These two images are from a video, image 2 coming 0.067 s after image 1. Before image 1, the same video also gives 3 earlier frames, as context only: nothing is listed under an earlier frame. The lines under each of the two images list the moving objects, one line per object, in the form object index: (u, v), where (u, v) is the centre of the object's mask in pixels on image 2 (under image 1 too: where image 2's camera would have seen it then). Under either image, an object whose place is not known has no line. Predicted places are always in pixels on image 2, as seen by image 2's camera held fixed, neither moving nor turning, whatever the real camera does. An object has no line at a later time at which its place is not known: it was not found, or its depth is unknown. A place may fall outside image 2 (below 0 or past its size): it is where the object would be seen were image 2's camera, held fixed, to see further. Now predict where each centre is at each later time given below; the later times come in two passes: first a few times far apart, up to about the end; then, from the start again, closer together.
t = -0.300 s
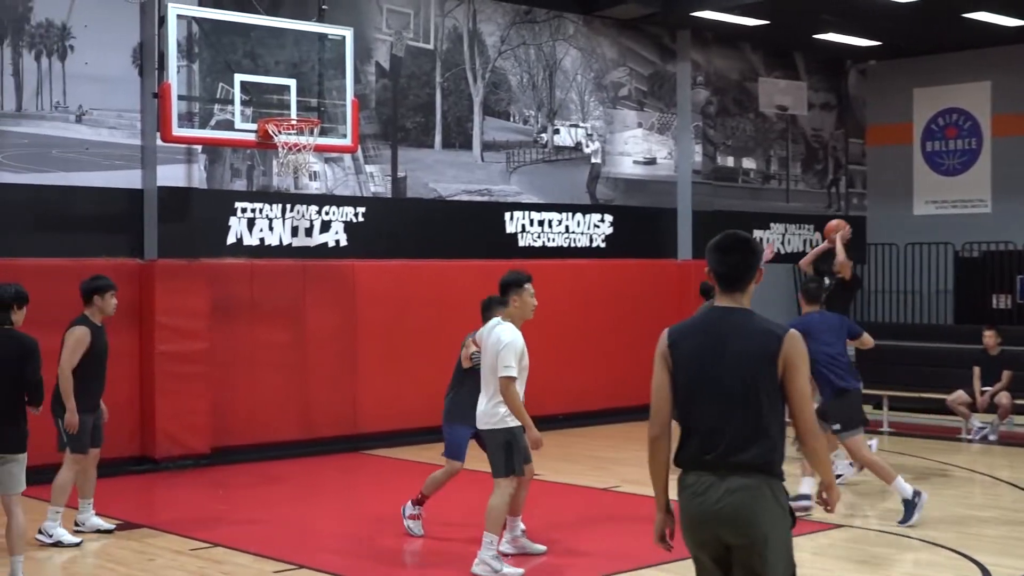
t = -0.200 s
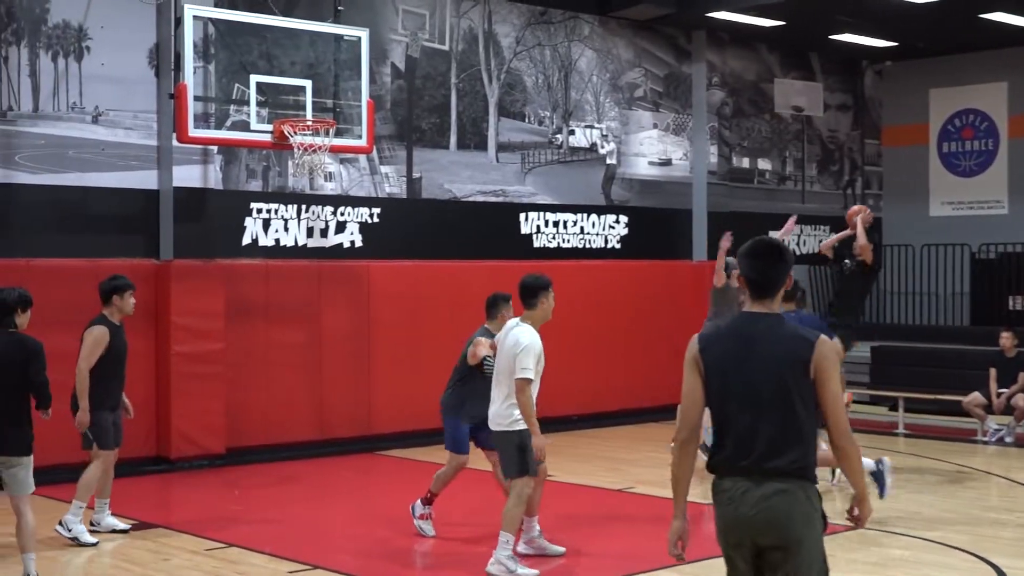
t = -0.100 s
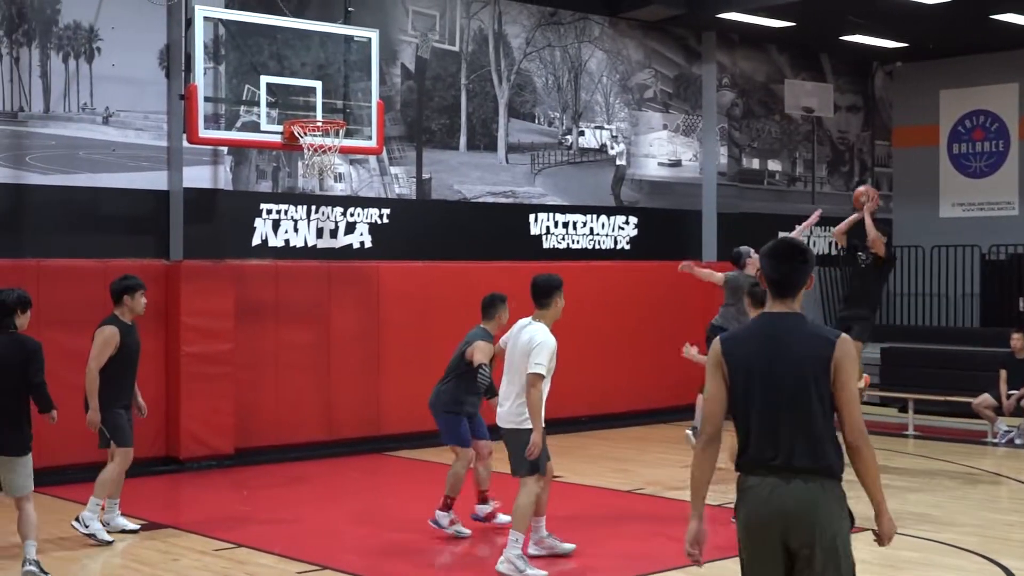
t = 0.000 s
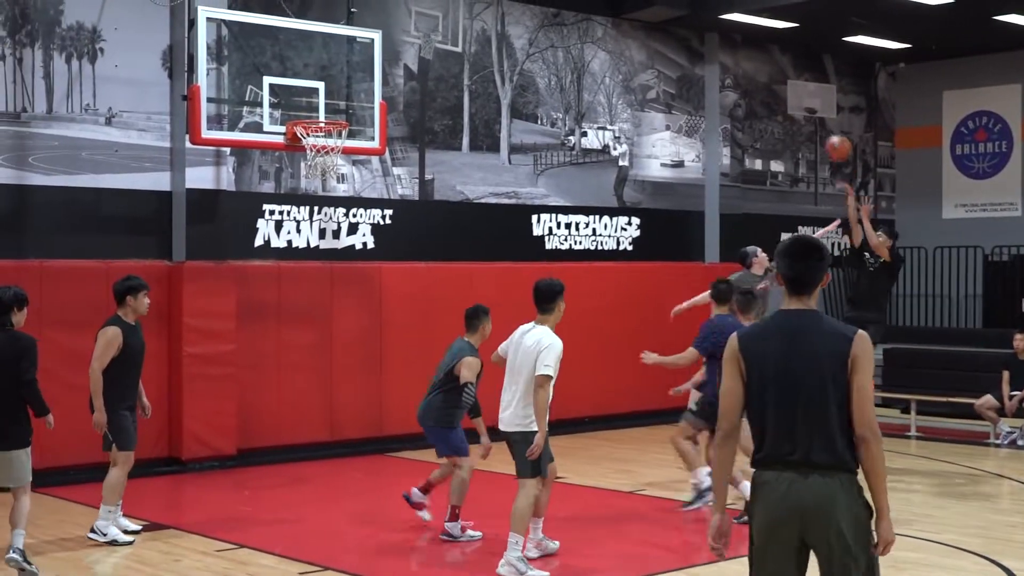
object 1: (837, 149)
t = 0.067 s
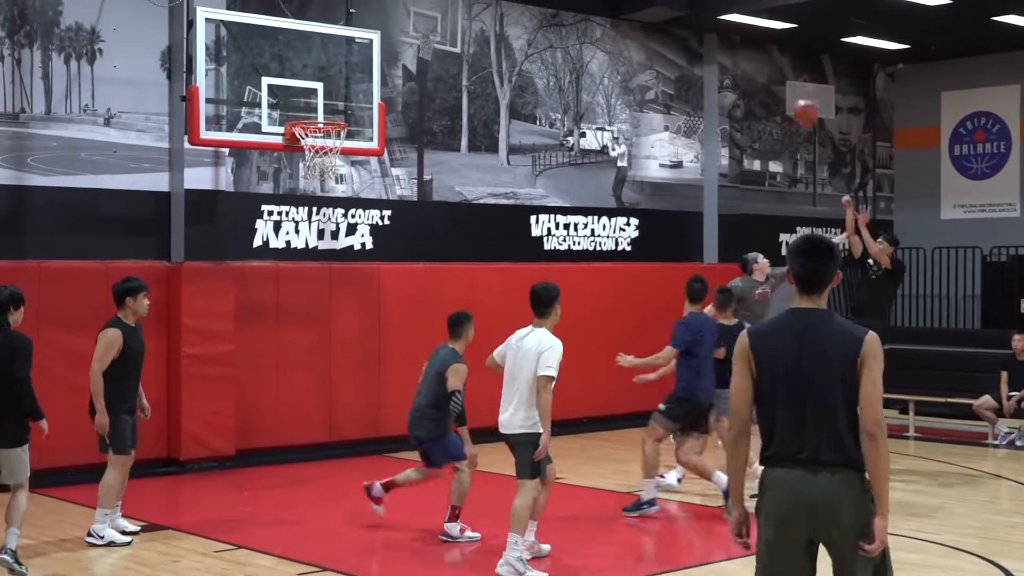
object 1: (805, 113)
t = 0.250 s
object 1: (714, 36)
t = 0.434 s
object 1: (622, 1)
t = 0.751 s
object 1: (453, 3)
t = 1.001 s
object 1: (314, 88)
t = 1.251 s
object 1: (212, 79)
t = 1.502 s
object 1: (110, 112)
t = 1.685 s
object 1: (31, 192)
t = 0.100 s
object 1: (789, 96)
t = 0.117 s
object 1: (781, 89)
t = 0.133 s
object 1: (773, 82)
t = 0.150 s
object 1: (765, 74)
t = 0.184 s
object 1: (748, 60)
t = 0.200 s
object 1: (739, 54)
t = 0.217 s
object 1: (730, 48)
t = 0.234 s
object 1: (723, 42)
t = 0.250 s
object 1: (714, 36)
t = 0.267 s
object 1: (706, 31)
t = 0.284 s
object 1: (698, 26)
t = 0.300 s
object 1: (690, 21)
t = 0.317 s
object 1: (681, 16)
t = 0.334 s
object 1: (673, 12)
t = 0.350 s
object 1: (664, 9)
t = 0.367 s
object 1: (657, 7)
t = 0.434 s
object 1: (622, 1)
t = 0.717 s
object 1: (472, 0)
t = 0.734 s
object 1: (463, 2)
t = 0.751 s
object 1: (453, 3)
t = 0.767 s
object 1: (445, 5)
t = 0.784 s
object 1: (436, 7)
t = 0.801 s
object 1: (427, 10)
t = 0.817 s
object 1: (418, 15)
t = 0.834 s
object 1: (409, 20)
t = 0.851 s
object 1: (400, 25)
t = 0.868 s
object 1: (391, 31)
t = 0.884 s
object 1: (381, 37)
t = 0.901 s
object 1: (372, 43)
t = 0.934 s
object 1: (353, 57)
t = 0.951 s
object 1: (344, 64)
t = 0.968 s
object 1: (334, 72)
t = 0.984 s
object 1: (324, 80)
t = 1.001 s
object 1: (314, 88)
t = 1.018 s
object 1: (304, 99)
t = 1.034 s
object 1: (295, 106)
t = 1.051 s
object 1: (289, 108)
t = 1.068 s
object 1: (283, 104)
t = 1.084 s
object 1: (277, 100)
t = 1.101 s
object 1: (271, 97)
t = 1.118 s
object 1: (264, 94)
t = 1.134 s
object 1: (257, 91)
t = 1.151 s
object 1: (252, 88)
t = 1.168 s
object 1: (245, 86)
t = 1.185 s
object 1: (239, 83)
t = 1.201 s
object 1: (232, 81)
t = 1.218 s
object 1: (226, 81)
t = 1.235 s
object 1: (219, 80)
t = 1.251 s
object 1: (212, 79)
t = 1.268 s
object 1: (206, 79)
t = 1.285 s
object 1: (199, 78)
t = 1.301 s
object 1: (192, 80)
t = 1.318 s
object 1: (186, 81)
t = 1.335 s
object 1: (178, 81)
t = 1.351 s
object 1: (172, 82)
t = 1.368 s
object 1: (165, 85)
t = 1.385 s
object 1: (158, 87)
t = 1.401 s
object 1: (151, 90)
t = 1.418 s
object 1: (144, 92)
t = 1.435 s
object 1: (137, 96)
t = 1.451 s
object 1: (131, 99)
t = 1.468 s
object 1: (124, 103)
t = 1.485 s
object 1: (116, 107)
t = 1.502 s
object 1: (110, 112)
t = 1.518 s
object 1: (103, 117)
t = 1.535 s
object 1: (96, 123)
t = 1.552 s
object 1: (89, 129)
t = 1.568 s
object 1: (81, 136)
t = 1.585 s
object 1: (74, 143)
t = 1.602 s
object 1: (68, 150)
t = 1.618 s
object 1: (61, 157)
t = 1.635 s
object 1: (53, 164)
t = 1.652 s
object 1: (46, 173)
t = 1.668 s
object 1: (39, 181)
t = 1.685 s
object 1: (31, 192)
